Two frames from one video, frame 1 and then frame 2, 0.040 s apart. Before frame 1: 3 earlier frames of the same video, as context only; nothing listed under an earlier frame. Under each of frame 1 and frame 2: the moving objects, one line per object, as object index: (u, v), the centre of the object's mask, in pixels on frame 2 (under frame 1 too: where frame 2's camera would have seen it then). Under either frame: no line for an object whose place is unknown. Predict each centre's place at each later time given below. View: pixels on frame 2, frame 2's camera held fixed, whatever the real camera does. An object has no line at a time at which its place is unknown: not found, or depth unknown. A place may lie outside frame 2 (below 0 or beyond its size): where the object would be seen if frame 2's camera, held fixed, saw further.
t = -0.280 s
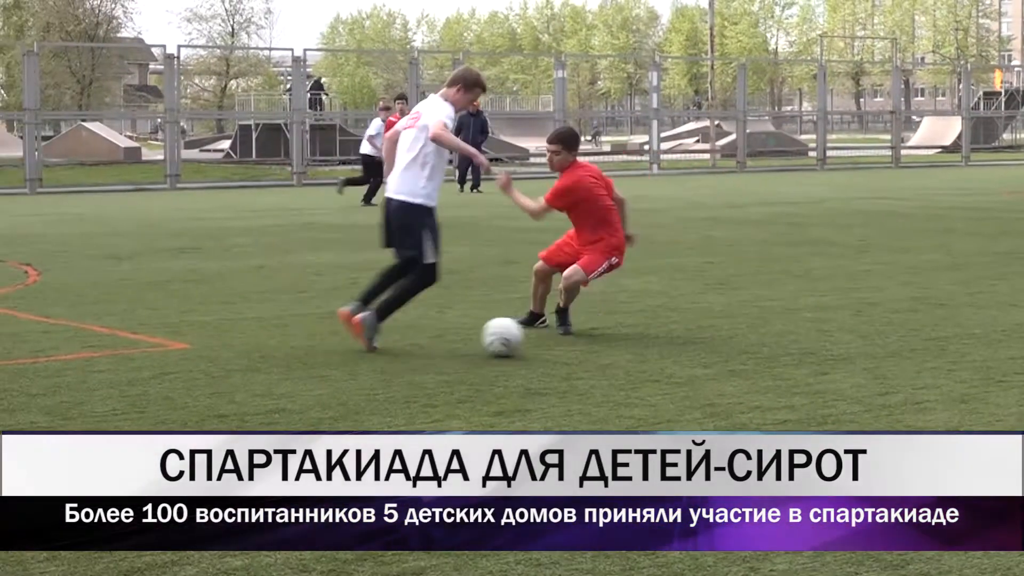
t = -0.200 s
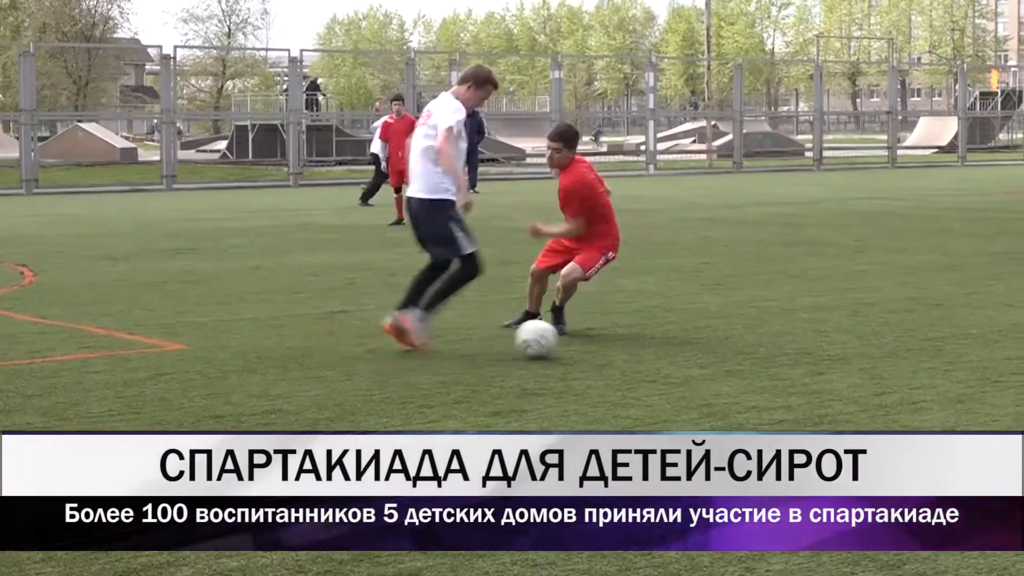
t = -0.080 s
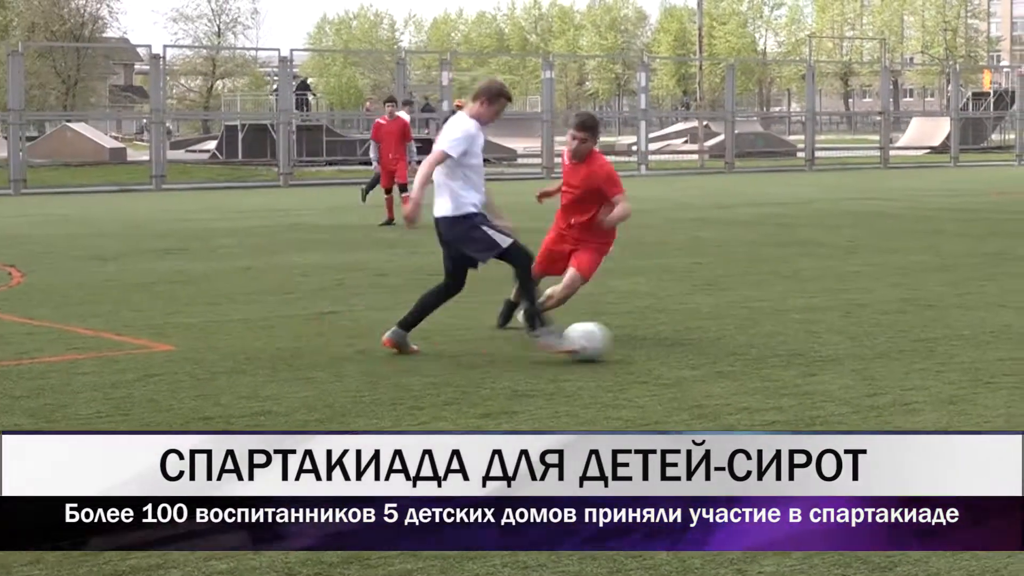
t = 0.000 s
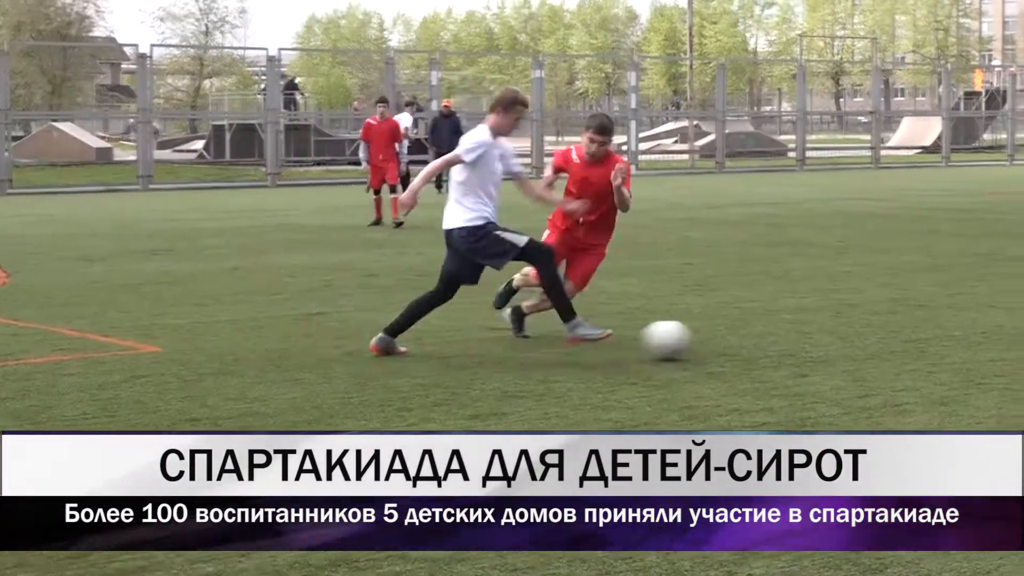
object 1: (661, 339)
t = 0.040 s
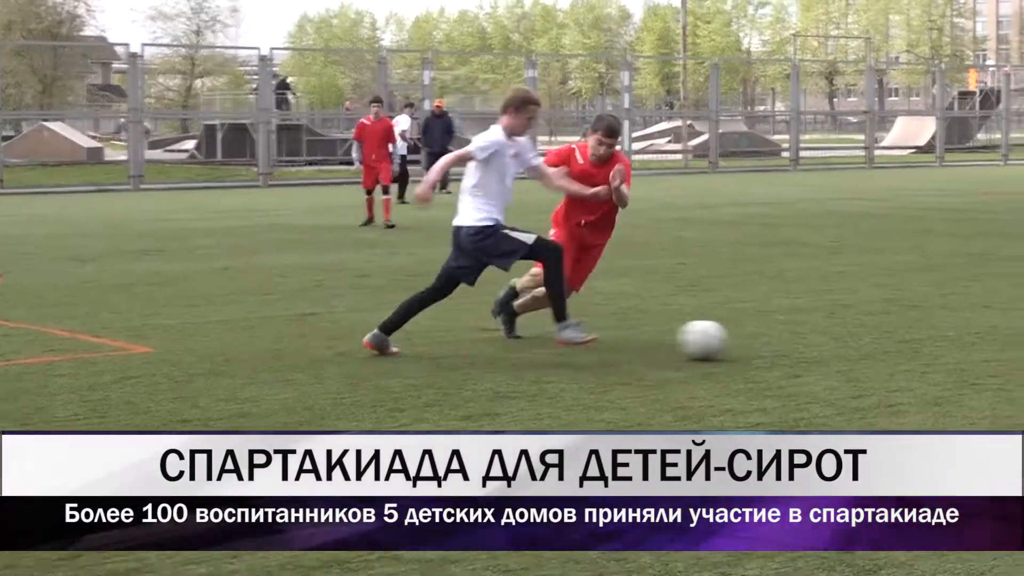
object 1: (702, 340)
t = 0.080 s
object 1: (741, 340)
